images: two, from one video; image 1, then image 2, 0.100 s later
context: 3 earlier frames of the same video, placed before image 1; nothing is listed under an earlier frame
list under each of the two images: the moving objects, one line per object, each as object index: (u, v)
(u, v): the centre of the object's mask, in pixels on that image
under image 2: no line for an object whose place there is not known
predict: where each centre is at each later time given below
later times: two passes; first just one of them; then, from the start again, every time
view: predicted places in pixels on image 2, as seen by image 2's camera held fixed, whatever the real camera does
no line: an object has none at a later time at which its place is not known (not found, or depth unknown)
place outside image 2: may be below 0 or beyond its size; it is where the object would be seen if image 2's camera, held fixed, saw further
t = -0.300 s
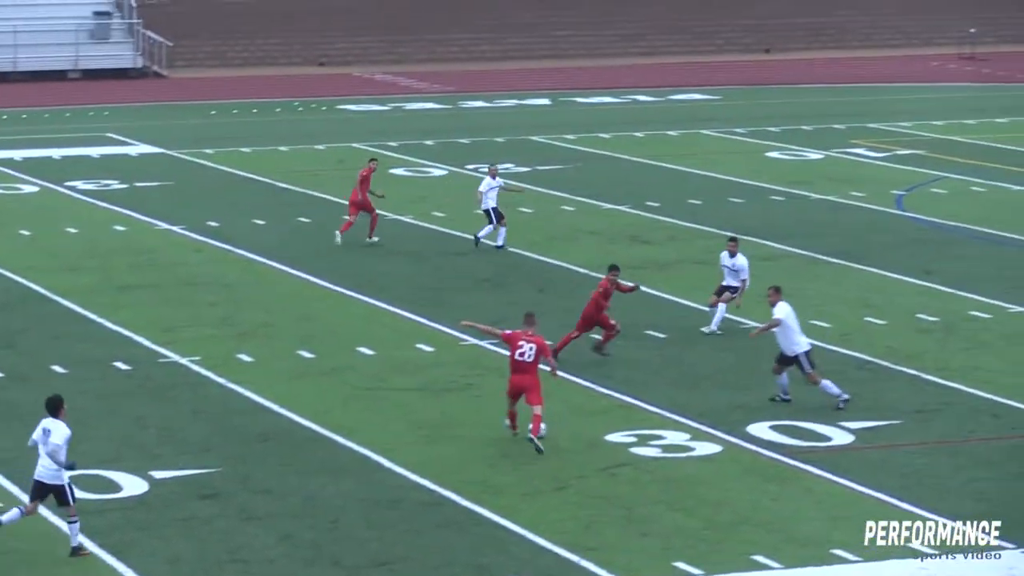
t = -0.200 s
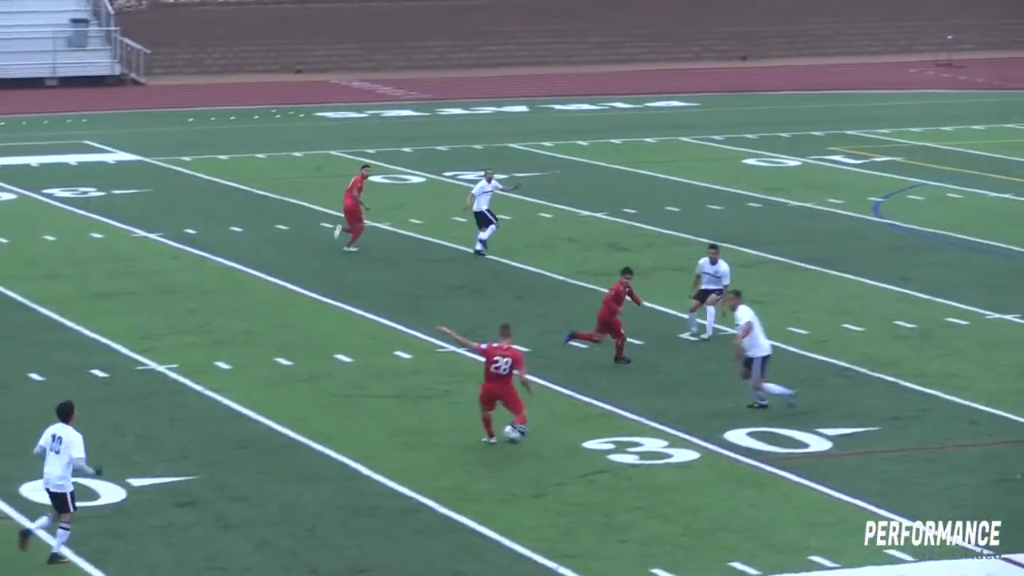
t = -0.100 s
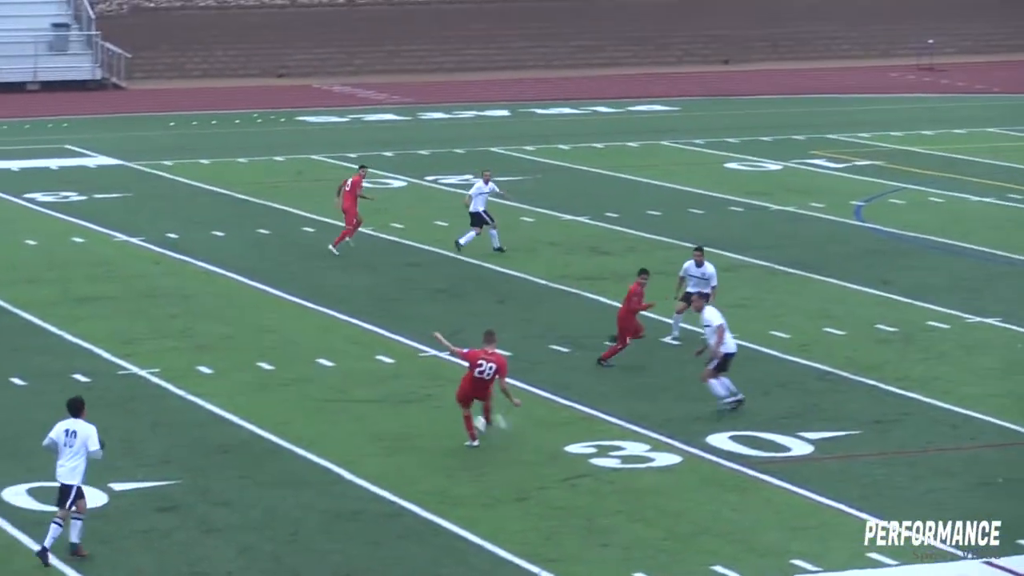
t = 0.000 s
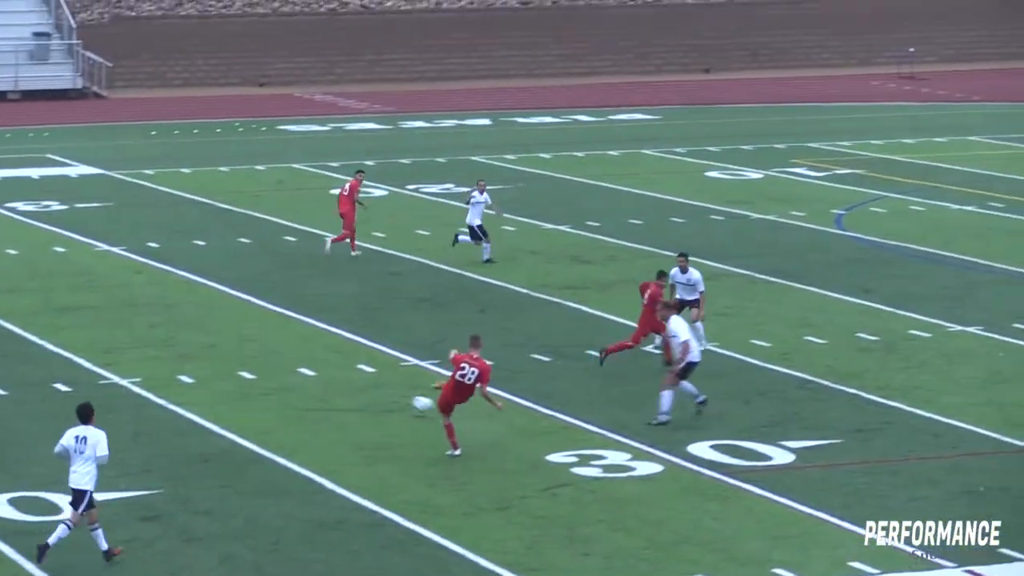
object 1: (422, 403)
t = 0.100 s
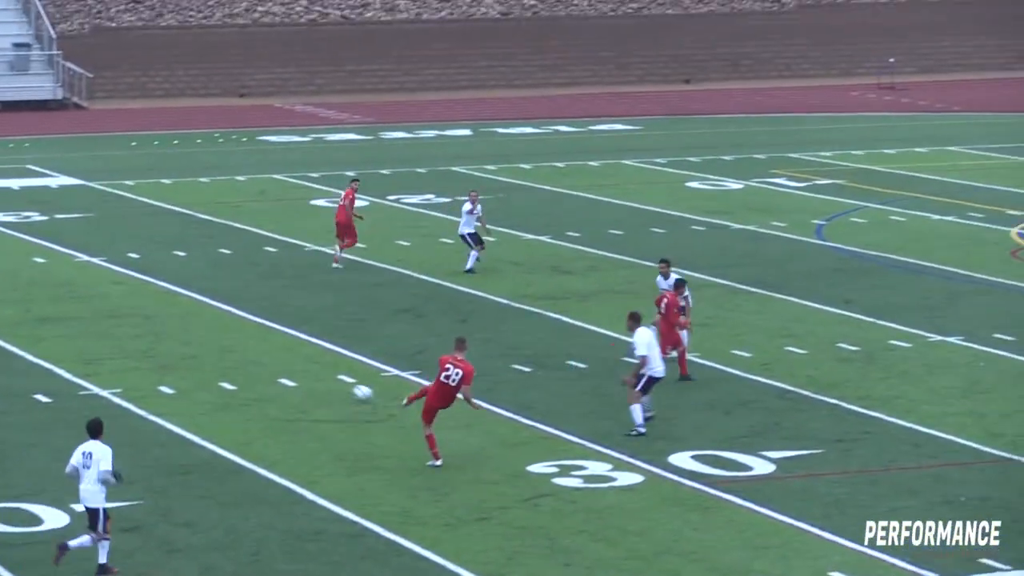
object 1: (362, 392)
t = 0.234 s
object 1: (312, 364)
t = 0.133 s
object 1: (349, 384)
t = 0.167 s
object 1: (336, 376)
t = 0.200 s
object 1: (324, 369)
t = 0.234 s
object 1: (312, 364)
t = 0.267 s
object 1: (299, 359)
